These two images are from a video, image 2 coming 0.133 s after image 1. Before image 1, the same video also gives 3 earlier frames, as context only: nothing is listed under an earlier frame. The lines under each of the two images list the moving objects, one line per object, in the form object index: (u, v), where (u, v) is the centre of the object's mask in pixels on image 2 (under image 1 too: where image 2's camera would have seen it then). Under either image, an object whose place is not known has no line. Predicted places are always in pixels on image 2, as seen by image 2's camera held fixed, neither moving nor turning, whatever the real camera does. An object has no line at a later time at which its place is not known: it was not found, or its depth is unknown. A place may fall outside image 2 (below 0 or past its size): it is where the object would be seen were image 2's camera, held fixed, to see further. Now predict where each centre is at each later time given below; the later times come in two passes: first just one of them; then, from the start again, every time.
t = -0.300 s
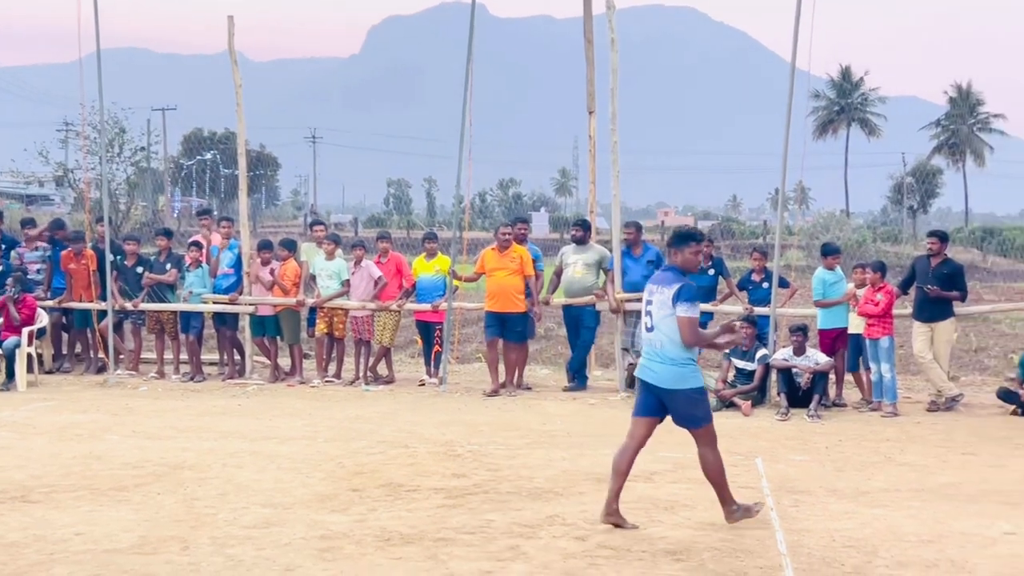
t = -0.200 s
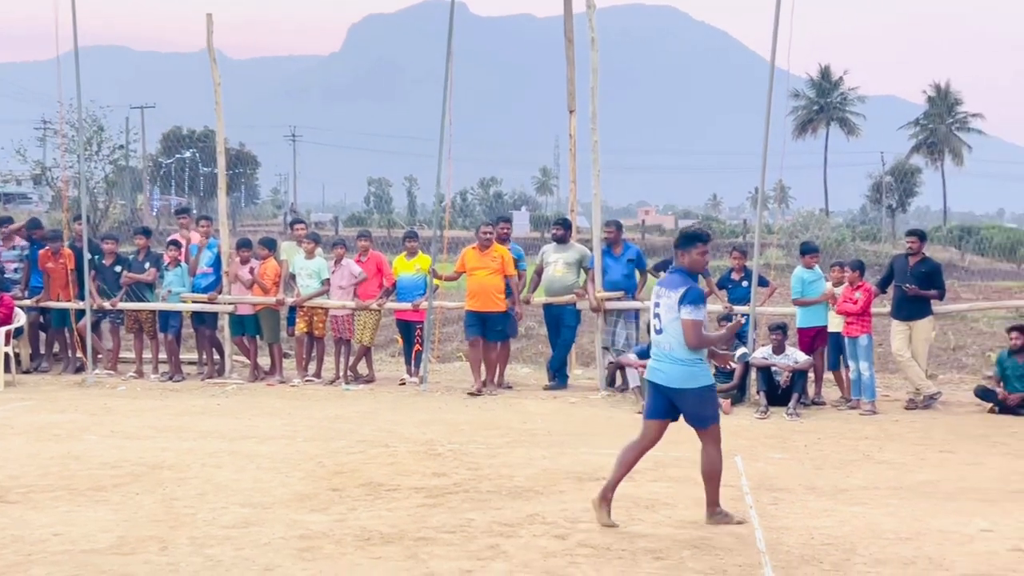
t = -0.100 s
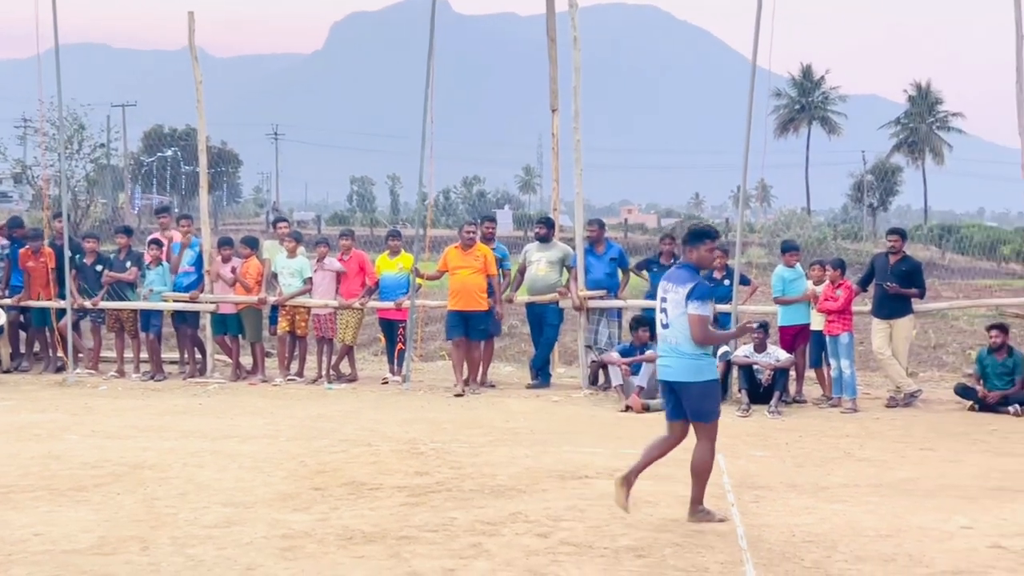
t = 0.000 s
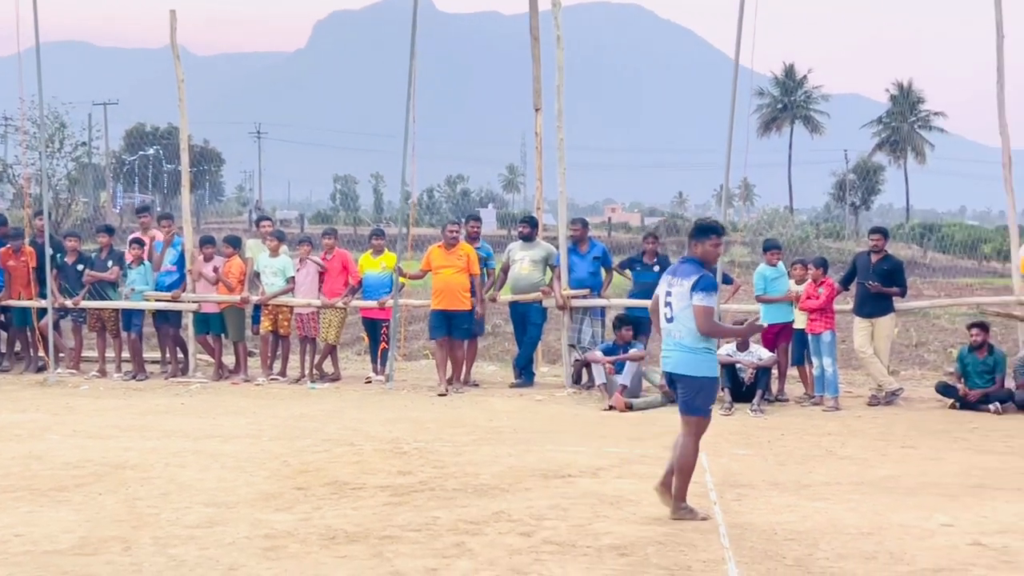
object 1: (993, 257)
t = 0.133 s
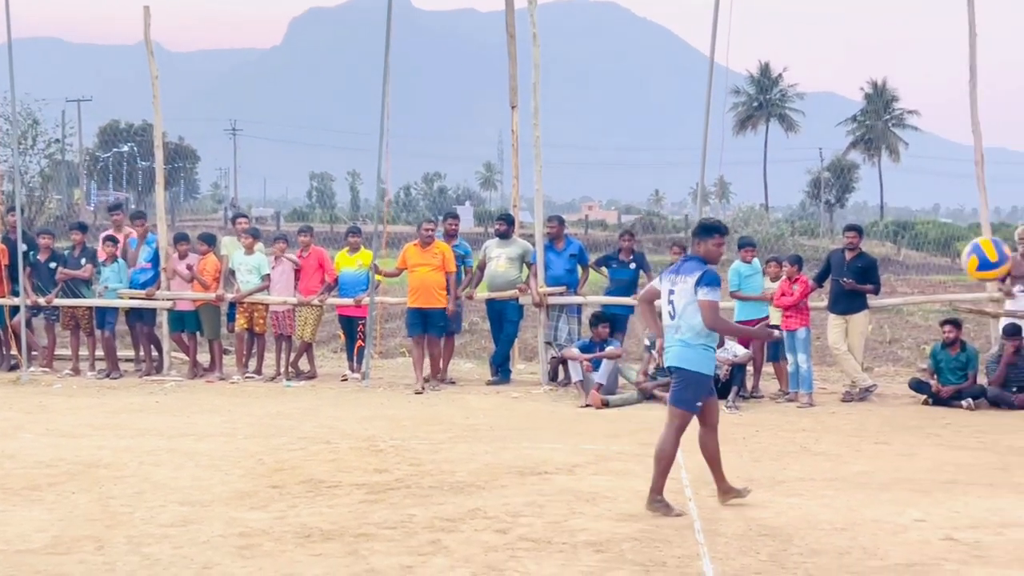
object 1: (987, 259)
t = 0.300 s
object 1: (954, 309)
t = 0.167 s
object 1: (980, 265)
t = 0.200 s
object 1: (973, 273)
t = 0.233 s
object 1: (966, 283)
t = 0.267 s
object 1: (960, 295)
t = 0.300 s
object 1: (954, 309)
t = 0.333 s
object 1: (948, 326)
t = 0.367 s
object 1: (941, 344)
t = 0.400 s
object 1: (935, 362)
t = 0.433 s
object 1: (930, 384)
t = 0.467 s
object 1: (924, 407)
